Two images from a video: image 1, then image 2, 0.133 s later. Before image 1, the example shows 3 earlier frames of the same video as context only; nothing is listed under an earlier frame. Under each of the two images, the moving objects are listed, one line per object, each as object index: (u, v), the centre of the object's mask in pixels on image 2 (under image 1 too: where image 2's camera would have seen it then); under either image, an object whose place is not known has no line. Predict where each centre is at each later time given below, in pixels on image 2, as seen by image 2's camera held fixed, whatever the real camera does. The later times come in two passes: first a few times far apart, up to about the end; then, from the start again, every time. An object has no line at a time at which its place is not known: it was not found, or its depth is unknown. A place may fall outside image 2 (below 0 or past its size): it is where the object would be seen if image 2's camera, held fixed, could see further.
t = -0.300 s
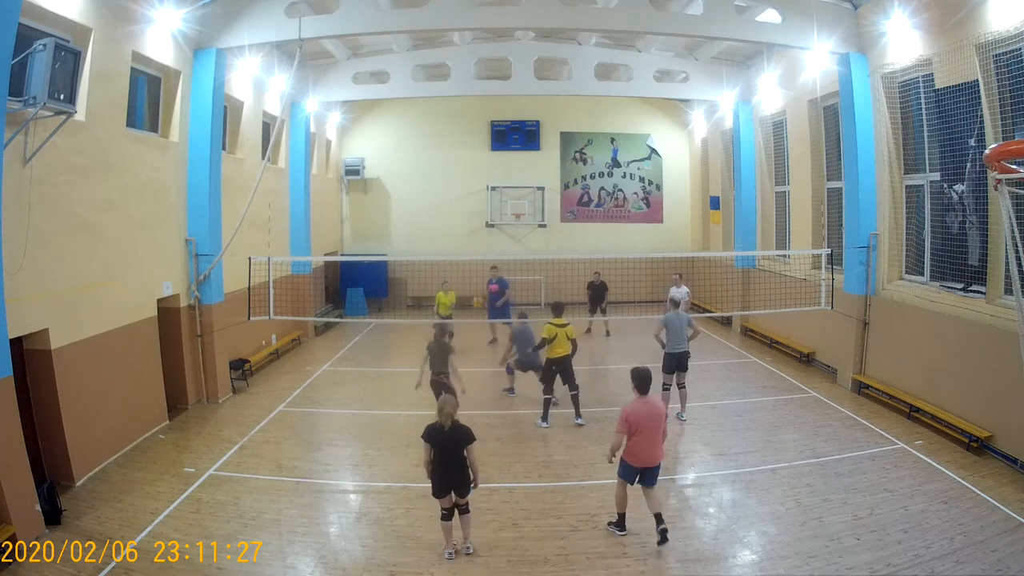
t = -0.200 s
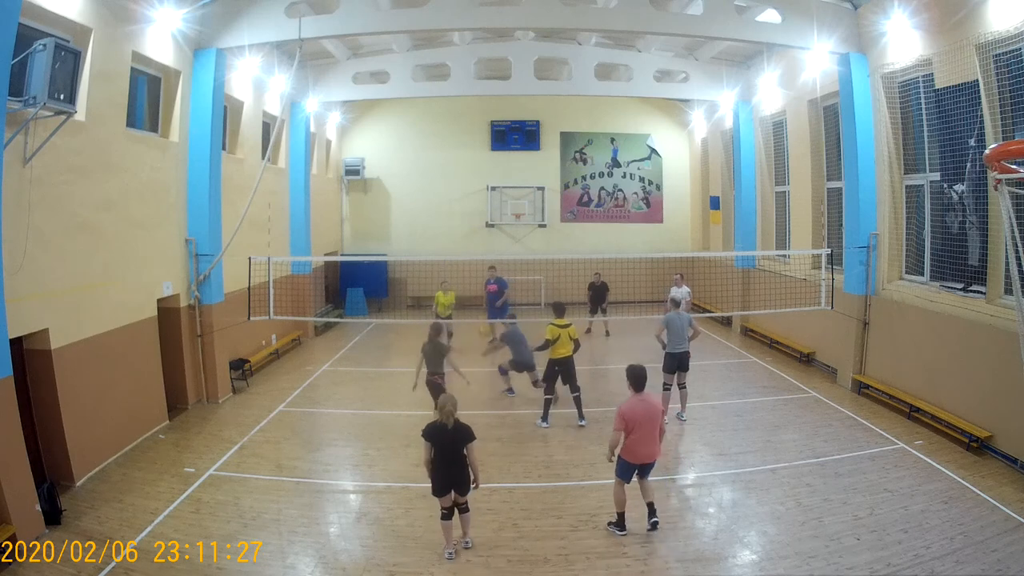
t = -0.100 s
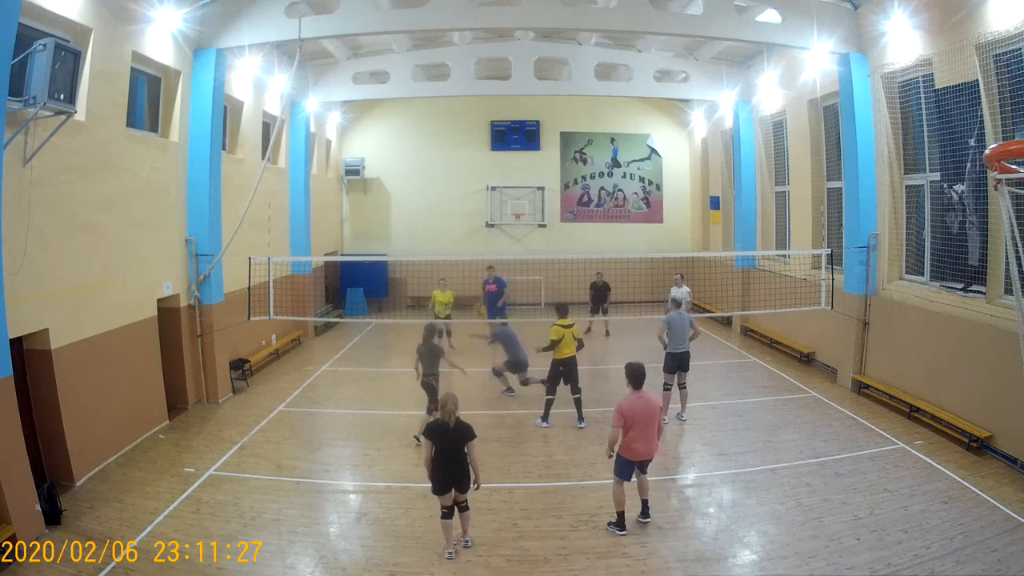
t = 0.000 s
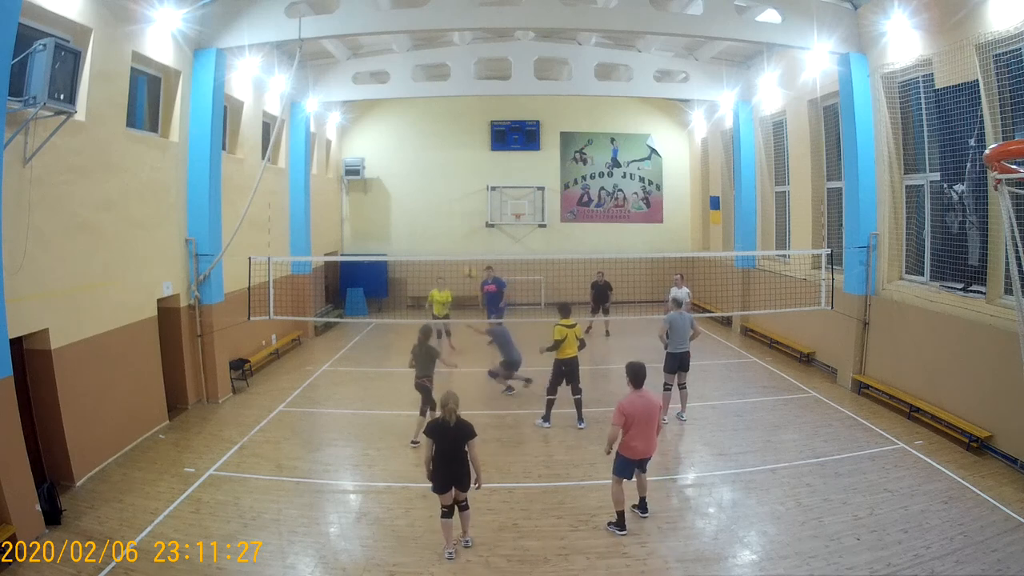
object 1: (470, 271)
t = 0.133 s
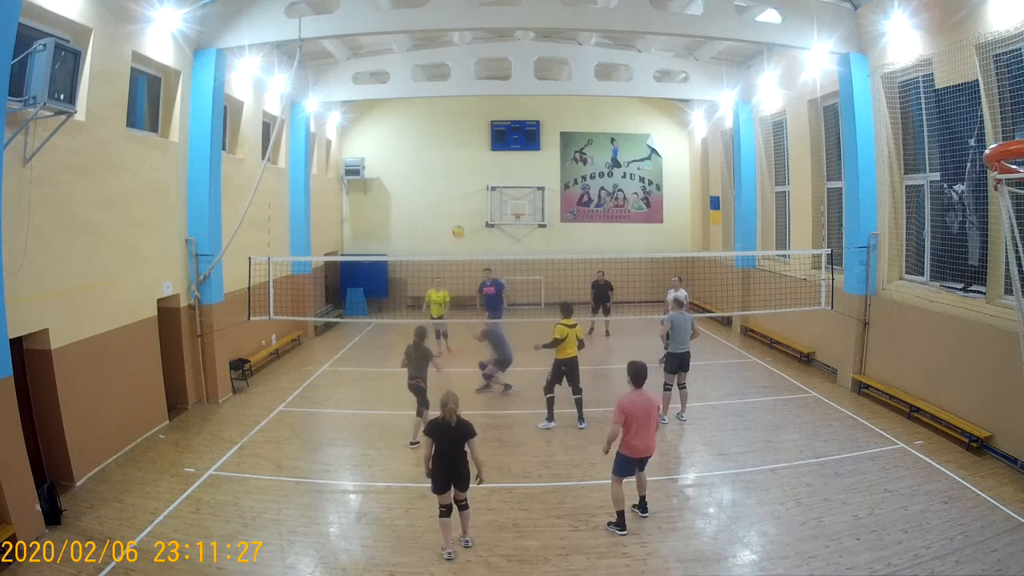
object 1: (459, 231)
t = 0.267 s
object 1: (450, 200)
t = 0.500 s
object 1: (428, 168)
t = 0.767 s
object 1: (407, 173)
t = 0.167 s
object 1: (455, 222)
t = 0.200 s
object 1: (453, 213)
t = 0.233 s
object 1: (452, 206)
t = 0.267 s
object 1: (450, 200)
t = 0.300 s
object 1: (446, 192)
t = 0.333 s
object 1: (441, 187)
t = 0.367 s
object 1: (439, 182)
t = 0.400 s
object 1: (436, 177)
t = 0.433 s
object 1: (433, 174)
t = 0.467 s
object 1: (431, 170)
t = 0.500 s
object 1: (428, 168)
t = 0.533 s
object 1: (425, 167)
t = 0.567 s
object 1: (423, 165)
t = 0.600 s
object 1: (420, 165)
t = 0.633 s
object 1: (418, 165)
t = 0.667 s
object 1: (415, 166)
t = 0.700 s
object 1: (412, 169)
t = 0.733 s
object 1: (409, 170)
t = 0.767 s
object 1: (407, 173)
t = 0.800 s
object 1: (403, 177)
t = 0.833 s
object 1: (401, 182)
